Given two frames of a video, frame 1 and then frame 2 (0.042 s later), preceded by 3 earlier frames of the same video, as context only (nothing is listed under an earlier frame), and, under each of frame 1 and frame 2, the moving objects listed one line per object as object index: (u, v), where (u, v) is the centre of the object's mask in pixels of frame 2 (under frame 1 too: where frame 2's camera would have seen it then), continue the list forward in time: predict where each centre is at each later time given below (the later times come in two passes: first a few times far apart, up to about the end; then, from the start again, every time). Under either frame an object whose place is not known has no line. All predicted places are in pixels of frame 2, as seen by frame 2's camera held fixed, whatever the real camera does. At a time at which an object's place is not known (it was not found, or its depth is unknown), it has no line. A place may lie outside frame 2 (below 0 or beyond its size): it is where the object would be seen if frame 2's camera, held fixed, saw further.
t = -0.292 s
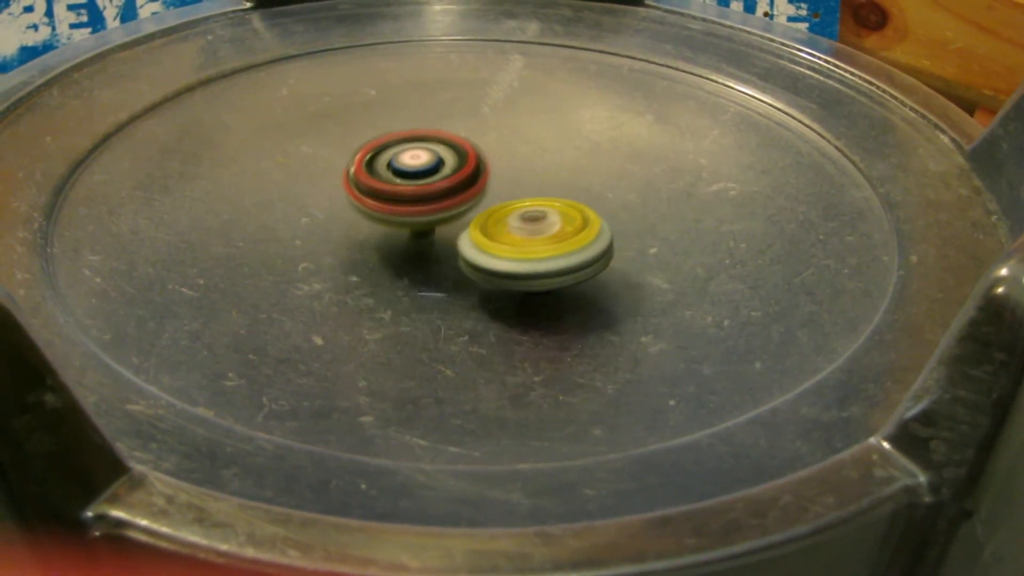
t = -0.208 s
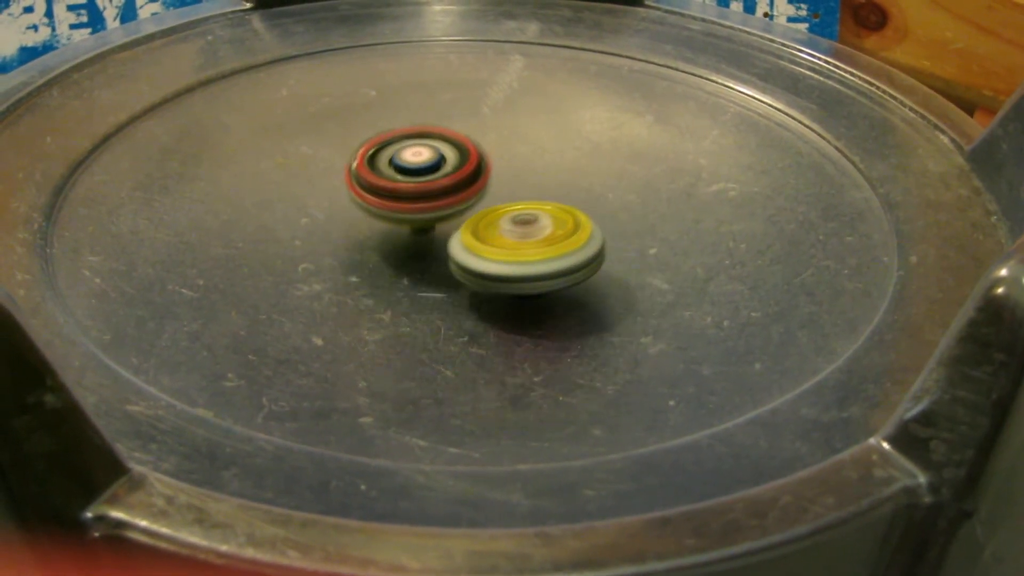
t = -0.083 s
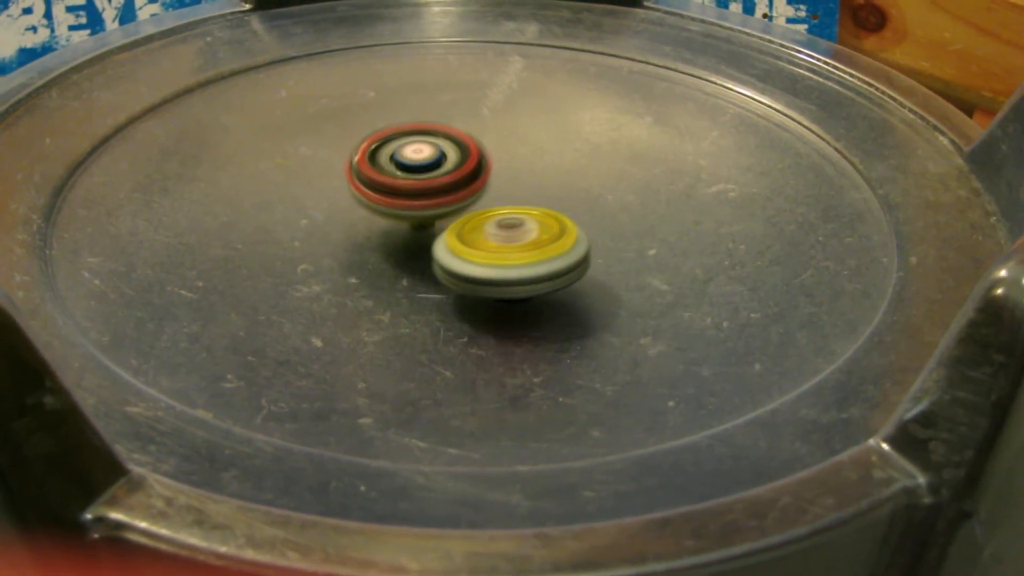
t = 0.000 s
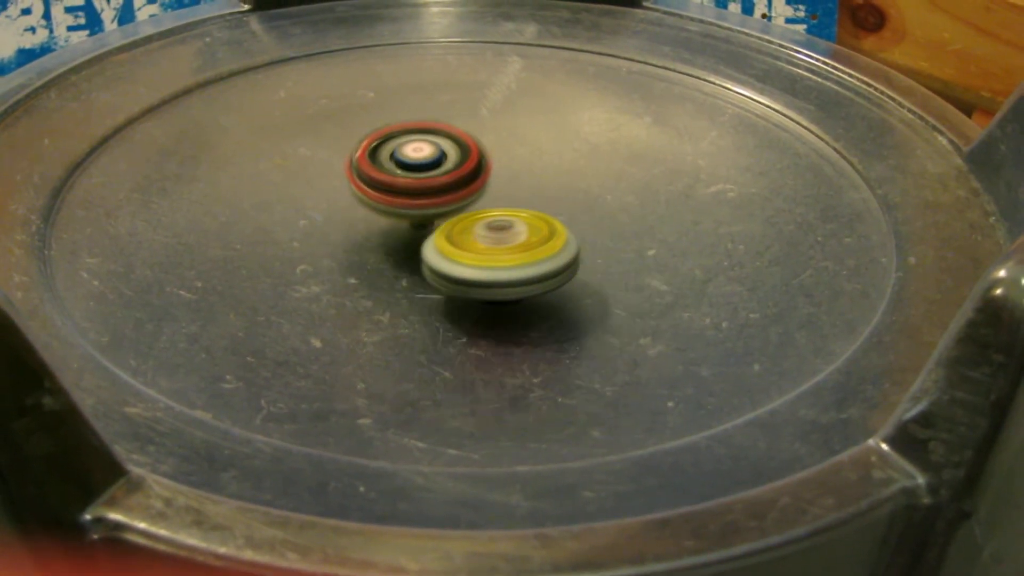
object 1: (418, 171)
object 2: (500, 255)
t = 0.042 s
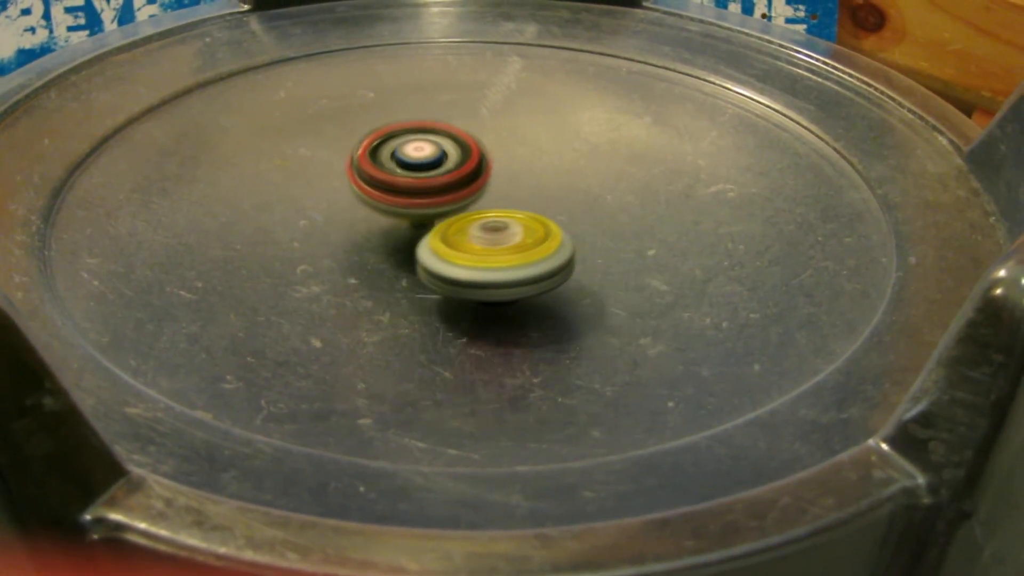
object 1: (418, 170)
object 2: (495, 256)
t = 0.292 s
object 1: (423, 168)
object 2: (463, 258)
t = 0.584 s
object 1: (430, 86)
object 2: (464, 289)
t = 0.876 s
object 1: (456, 100)
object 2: (445, 258)
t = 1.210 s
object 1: (482, 126)
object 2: (395, 229)
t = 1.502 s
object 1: (509, 154)
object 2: (367, 214)
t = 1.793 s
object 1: (540, 177)
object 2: (365, 206)
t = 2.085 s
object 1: (571, 192)
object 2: (381, 198)
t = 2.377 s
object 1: (589, 196)
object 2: (412, 189)
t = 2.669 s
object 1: (583, 198)
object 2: (447, 180)
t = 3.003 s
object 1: (712, 269)
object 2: (396, 152)
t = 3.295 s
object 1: (618, 276)
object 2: (449, 191)
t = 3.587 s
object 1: (554, 275)
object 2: (515, 198)
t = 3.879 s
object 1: (487, 269)
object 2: (590, 208)
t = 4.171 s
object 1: (427, 259)
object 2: (609, 212)
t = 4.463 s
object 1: (380, 249)
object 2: (595, 216)
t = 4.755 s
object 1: (355, 240)
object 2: (543, 230)
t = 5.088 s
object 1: (309, 225)
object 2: (508, 243)
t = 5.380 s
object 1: (311, 212)
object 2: (465, 249)
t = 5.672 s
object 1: (241, 160)
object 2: (495, 255)
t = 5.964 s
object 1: (268, 145)
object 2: (467, 232)
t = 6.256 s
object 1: (301, 141)
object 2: (414, 224)
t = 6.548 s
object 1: (348, 130)
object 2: (396, 233)
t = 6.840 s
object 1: (394, 130)
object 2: (423, 233)
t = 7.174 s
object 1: (439, 121)
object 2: (458, 220)
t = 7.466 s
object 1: (463, 110)
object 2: (466, 209)
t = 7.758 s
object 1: (487, 66)
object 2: (465, 238)
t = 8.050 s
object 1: (491, 94)
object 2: (522, 241)
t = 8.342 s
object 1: (480, 141)
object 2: (538, 227)
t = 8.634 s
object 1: (449, 143)
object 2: (551, 238)
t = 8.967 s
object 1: (432, 148)
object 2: (559, 239)
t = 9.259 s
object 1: (435, 155)
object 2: (539, 237)
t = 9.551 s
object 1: (399, 134)
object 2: (515, 240)
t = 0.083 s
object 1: (419, 170)
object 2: (489, 257)
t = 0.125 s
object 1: (420, 169)
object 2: (484, 257)
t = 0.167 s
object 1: (421, 169)
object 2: (479, 258)
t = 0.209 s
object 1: (421, 168)
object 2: (474, 258)
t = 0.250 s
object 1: (422, 168)
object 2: (468, 258)
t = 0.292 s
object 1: (423, 168)
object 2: (463, 258)
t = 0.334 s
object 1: (423, 163)
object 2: (461, 260)
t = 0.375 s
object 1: (417, 131)
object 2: (462, 278)
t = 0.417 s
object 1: (413, 108)
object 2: (462, 290)
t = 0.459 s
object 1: (415, 93)
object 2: (459, 295)
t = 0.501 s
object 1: (420, 87)
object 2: (460, 295)
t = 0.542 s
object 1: (425, 86)
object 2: (462, 292)
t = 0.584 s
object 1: (430, 86)
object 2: (464, 289)
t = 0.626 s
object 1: (435, 87)
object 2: (465, 284)
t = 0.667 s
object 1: (439, 88)
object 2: (464, 280)
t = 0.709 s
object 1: (442, 89)
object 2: (462, 275)
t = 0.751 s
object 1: (446, 92)
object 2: (458, 271)
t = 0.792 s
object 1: (449, 94)
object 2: (454, 267)
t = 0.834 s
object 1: (453, 97)
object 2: (450, 263)
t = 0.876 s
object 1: (456, 100)
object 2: (445, 258)
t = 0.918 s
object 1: (460, 103)
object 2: (441, 254)
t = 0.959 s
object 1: (462, 106)
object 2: (437, 249)
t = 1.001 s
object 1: (466, 108)
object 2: (430, 245)
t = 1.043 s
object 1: (469, 111)
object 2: (421, 241)
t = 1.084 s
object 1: (472, 115)
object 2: (414, 238)
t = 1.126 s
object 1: (475, 118)
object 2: (407, 235)
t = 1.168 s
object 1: (478, 122)
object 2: (401, 232)
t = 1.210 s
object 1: (482, 126)
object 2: (395, 229)
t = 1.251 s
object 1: (485, 130)
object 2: (389, 226)
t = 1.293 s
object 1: (489, 134)
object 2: (383, 224)
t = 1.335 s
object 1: (492, 138)
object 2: (380, 222)
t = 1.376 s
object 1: (496, 142)
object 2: (375, 219)
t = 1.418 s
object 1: (501, 146)
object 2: (372, 217)
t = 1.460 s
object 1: (505, 151)
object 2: (369, 215)
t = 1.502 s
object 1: (509, 154)
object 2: (367, 214)
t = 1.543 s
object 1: (514, 158)
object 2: (366, 212)
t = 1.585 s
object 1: (518, 161)
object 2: (365, 211)
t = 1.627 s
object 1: (522, 165)
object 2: (364, 210)
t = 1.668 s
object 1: (526, 168)
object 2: (364, 208)
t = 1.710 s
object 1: (531, 172)
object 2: (364, 207)
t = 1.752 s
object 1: (536, 175)
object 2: (364, 207)
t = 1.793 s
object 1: (540, 177)
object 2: (365, 206)
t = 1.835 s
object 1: (545, 180)
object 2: (367, 205)
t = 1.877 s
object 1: (549, 182)
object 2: (369, 204)
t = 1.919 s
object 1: (554, 185)
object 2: (371, 202)
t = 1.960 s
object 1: (558, 187)
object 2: (373, 201)
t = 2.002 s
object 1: (562, 189)
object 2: (375, 200)
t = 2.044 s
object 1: (567, 190)
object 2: (378, 199)
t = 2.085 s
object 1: (571, 192)
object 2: (381, 198)
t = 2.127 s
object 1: (575, 193)
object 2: (385, 196)
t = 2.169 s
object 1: (578, 194)
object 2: (389, 195)
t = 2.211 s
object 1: (581, 195)
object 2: (393, 193)
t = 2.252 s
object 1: (584, 195)
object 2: (397, 192)
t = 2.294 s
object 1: (586, 196)
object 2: (402, 191)
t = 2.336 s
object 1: (588, 196)
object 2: (407, 190)
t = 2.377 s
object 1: (589, 196)
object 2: (412, 189)
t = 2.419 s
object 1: (589, 197)
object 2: (416, 188)
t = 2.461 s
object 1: (589, 197)
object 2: (421, 186)
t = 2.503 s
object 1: (588, 197)
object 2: (427, 185)
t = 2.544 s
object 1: (587, 197)
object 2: (433, 184)
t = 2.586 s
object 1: (586, 197)
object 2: (438, 183)
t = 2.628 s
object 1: (585, 198)
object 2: (443, 182)
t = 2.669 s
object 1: (583, 198)
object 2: (447, 180)
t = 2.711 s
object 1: (580, 198)
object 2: (451, 179)
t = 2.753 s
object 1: (578, 199)
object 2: (455, 177)
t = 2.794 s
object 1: (613, 207)
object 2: (440, 162)
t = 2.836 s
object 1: (671, 226)
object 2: (414, 151)
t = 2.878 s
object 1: (708, 243)
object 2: (399, 143)
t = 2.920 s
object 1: (724, 256)
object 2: (393, 143)
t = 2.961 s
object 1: (723, 264)
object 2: (393, 146)
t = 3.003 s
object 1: (712, 269)
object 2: (396, 152)
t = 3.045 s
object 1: (700, 272)
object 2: (400, 158)
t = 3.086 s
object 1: (687, 274)
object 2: (406, 164)
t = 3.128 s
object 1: (671, 275)
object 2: (413, 170)
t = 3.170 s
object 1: (656, 275)
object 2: (421, 176)
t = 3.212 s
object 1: (641, 276)
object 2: (430, 181)
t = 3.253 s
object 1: (629, 276)
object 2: (439, 186)
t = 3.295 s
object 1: (618, 276)
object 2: (449, 191)
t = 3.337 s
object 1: (608, 276)
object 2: (460, 195)
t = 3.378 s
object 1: (599, 276)
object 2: (470, 200)
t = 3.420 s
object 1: (590, 276)
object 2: (479, 203)
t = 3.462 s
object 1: (581, 277)
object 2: (487, 203)
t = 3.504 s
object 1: (572, 276)
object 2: (494, 202)
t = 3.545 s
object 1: (563, 276)
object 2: (504, 200)
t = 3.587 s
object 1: (554, 275)
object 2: (515, 198)
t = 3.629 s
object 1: (545, 275)
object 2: (529, 196)
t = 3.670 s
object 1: (535, 274)
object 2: (543, 196)
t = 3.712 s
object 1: (526, 273)
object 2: (557, 197)
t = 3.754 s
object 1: (516, 272)
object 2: (569, 200)
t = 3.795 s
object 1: (507, 271)
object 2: (579, 203)
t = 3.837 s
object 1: (497, 270)
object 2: (586, 206)
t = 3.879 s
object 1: (487, 269)
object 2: (590, 208)
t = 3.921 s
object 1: (478, 268)
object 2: (593, 210)
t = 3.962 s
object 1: (469, 266)
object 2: (596, 211)
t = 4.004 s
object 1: (460, 265)
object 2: (599, 212)
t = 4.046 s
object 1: (451, 263)
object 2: (602, 212)
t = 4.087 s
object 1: (442, 262)
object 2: (605, 212)
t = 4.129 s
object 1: (434, 261)
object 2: (608, 212)
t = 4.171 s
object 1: (427, 259)
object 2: (609, 212)
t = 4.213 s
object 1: (419, 257)
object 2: (610, 212)
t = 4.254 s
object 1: (412, 256)
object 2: (609, 212)
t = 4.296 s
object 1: (405, 254)
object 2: (608, 213)
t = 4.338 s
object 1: (398, 253)
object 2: (607, 213)
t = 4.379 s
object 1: (392, 251)
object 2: (604, 214)
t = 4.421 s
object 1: (385, 250)
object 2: (600, 214)
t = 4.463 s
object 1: (380, 249)
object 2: (595, 216)
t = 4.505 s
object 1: (375, 247)
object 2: (589, 217)
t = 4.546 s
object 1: (371, 246)
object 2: (582, 219)
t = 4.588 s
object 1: (367, 245)
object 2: (574, 220)
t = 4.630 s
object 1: (363, 243)
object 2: (567, 223)
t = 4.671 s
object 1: (360, 242)
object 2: (559, 225)
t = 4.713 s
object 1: (358, 240)
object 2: (551, 227)
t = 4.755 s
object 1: (355, 240)
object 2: (543, 230)
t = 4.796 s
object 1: (353, 238)
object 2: (536, 232)
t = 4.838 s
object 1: (352, 237)
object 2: (528, 234)
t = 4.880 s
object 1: (351, 236)
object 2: (520, 237)
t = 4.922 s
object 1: (351, 234)
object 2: (513, 239)
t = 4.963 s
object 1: (351, 233)
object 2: (506, 242)
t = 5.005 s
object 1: (330, 229)
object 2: (509, 242)
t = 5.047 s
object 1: (312, 227)
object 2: (513, 243)
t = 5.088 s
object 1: (309, 225)
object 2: (508, 243)
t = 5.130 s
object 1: (308, 223)
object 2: (502, 244)
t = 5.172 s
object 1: (307, 221)
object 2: (496, 245)
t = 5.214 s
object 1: (307, 219)
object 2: (489, 246)
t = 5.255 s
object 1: (308, 217)
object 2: (483, 247)
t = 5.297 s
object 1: (308, 216)
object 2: (477, 248)
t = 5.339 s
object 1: (309, 214)
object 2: (471, 248)
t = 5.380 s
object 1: (311, 212)
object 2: (465, 249)
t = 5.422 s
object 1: (309, 209)
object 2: (462, 249)
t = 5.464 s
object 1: (306, 203)
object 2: (462, 249)
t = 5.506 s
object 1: (311, 198)
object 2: (457, 249)
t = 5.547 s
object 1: (314, 196)
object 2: (449, 249)
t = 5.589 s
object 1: (275, 178)
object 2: (472, 252)
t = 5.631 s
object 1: (249, 166)
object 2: (490, 256)
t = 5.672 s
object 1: (241, 160)
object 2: (495, 255)
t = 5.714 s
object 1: (242, 156)
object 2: (495, 252)
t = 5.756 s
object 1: (246, 153)
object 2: (492, 249)
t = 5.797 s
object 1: (251, 151)
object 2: (489, 245)
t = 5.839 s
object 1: (256, 149)
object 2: (484, 242)
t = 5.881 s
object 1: (260, 148)
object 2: (479, 239)
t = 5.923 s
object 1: (264, 146)
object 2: (473, 235)
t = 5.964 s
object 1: (268, 145)
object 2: (467, 232)
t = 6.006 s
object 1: (272, 144)
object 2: (459, 230)
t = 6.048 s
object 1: (276, 143)
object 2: (452, 228)
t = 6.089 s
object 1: (280, 142)
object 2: (443, 226)
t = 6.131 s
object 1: (284, 141)
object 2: (436, 225)
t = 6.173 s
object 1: (290, 141)
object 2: (428, 225)
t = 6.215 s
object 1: (295, 141)
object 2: (421, 225)
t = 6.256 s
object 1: (301, 141)
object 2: (414, 224)
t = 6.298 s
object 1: (308, 141)
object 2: (408, 224)
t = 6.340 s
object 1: (314, 141)
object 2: (402, 224)
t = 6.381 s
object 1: (321, 141)
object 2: (398, 224)
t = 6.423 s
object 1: (327, 141)
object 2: (394, 225)
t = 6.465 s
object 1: (332, 135)
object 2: (395, 229)
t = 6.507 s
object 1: (339, 130)
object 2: (396, 231)
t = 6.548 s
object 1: (348, 130)
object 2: (396, 233)
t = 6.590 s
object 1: (356, 130)
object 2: (398, 234)
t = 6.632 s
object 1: (363, 130)
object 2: (401, 235)
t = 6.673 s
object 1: (369, 130)
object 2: (405, 236)
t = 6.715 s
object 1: (375, 130)
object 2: (410, 236)
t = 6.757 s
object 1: (382, 130)
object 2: (414, 235)
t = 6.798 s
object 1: (388, 130)
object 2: (419, 234)
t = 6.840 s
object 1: (394, 130)
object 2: (423, 233)
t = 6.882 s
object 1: (400, 131)
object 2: (427, 231)
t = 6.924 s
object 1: (406, 131)
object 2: (432, 229)
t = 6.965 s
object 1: (411, 131)
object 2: (437, 227)
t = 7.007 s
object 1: (417, 131)
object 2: (441, 225)
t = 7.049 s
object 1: (422, 130)
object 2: (444, 222)
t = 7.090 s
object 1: (426, 129)
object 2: (447, 221)
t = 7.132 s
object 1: (433, 124)
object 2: (453, 222)
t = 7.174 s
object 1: (439, 121)
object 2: (458, 220)
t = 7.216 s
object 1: (444, 120)
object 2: (461, 217)
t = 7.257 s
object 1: (448, 119)
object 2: (462, 214)
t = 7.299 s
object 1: (452, 119)
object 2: (463, 211)
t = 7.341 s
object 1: (455, 116)
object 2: (462, 210)
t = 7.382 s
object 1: (457, 114)
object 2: (463, 209)
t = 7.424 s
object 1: (459, 114)
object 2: (464, 208)
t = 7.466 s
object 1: (463, 110)
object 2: (466, 209)
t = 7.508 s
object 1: (466, 108)
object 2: (468, 208)
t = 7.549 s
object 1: (468, 107)
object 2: (469, 207)
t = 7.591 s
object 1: (470, 107)
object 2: (469, 205)
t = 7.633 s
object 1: (471, 107)
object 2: (469, 204)
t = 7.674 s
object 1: (473, 108)
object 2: (469, 206)
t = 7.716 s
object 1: (480, 85)
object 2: (466, 225)
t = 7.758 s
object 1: (487, 66)
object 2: (465, 238)
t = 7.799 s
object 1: (491, 62)
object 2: (468, 246)
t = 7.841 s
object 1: (494, 63)
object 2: (476, 247)
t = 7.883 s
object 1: (495, 68)
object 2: (489, 247)
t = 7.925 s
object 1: (495, 75)
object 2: (499, 246)
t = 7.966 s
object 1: (494, 81)
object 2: (508, 245)
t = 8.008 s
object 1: (493, 88)
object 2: (516, 243)
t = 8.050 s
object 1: (491, 94)
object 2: (522, 241)
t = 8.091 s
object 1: (490, 101)
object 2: (528, 239)
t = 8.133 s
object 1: (488, 108)
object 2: (532, 237)
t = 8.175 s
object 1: (486, 115)
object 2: (535, 235)
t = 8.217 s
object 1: (484, 122)
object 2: (537, 233)
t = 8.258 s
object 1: (483, 129)
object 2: (538, 231)
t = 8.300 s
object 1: (482, 135)
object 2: (538, 229)
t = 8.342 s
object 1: (480, 141)
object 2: (538, 227)
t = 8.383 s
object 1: (479, 142)
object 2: (539, 228)
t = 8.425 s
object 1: (474, 142)
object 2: (541, 230)
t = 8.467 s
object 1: (470, 143)
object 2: (542, 231)
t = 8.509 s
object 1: (468, 145)
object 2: (543, 230)
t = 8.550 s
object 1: (466, 148)
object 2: (543, 230)
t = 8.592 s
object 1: (457, 146)
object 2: (549, 235)
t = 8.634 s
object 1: (449, 143)
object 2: (551, 238)
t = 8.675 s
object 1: (447, 144)
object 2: (553, 237)
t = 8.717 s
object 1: (446, 148)
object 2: (553, 237)
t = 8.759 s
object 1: (447, 151)
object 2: (553, 235)
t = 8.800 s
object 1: (449, 155)
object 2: (552, 234)
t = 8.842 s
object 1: (451, 159)
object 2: (550, 233)
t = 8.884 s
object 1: (443, 155)
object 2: (555, 236)
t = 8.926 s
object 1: (434, 149)
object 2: (559, 238)
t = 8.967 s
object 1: (432, 148)
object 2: (559, 239)
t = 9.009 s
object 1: (433, 150)
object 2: (558, 238)
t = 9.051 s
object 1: (436, 153)
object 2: (556, 237)
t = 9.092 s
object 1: (440, 156)
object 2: (553, 236)
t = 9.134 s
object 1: (444, 158)
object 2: (548, 235)
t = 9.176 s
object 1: (448, 160)
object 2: (542, 235)
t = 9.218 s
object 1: (443, 156)
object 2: (542, 236)
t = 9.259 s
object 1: (435, 155)
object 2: (539, 237)
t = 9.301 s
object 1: (433, 157)
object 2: (531, 236)
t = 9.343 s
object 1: (434, 160)
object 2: (521, 235)
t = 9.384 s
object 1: (425, 151)
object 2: (522, 237)
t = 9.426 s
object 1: (409, 141)
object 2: (531, 243)
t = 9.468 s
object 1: (401, 135)
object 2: (530, 245)
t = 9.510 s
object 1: (399, 133)
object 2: (523, 243)
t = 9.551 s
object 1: (399, 134)
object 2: (515, 240)
